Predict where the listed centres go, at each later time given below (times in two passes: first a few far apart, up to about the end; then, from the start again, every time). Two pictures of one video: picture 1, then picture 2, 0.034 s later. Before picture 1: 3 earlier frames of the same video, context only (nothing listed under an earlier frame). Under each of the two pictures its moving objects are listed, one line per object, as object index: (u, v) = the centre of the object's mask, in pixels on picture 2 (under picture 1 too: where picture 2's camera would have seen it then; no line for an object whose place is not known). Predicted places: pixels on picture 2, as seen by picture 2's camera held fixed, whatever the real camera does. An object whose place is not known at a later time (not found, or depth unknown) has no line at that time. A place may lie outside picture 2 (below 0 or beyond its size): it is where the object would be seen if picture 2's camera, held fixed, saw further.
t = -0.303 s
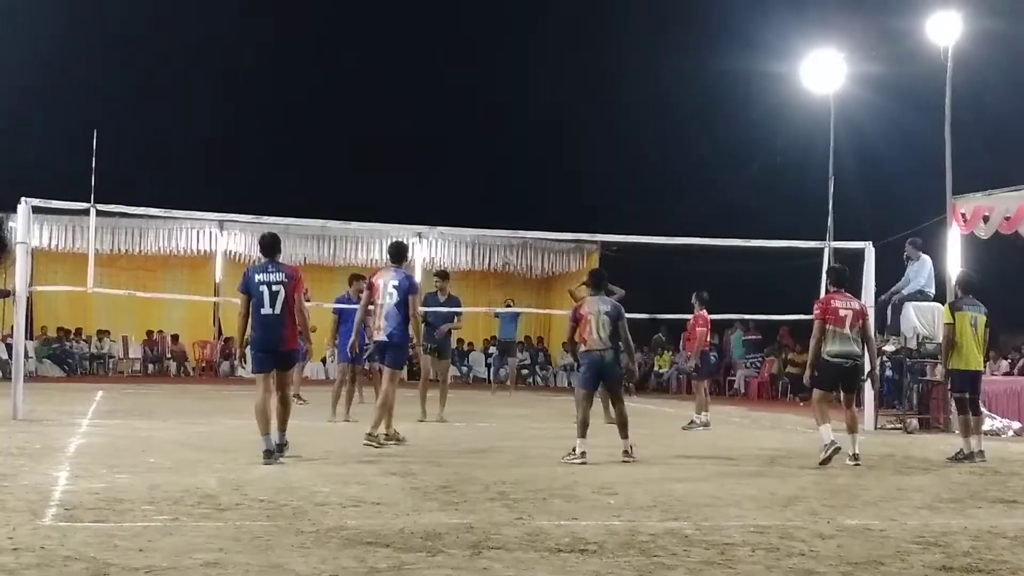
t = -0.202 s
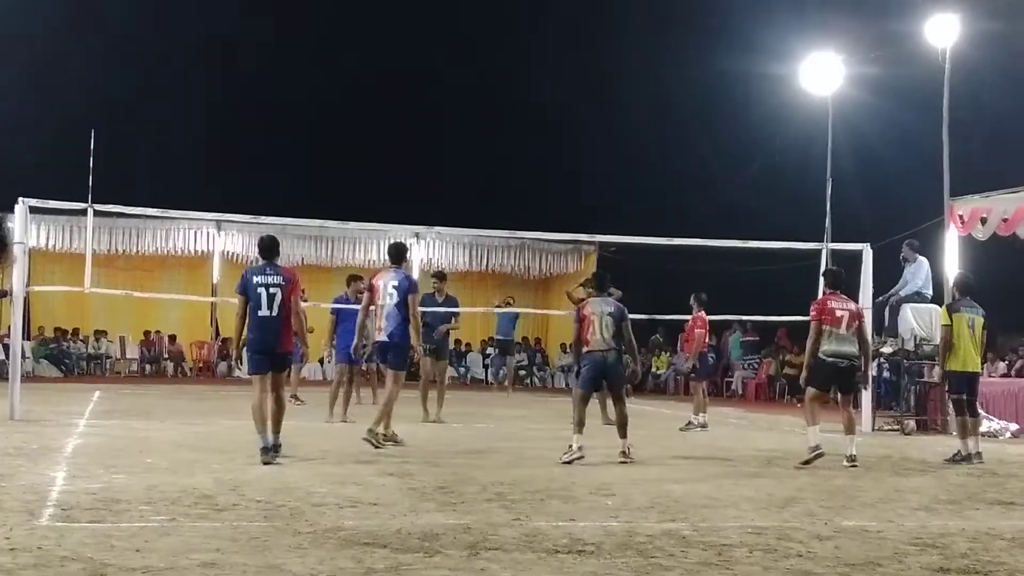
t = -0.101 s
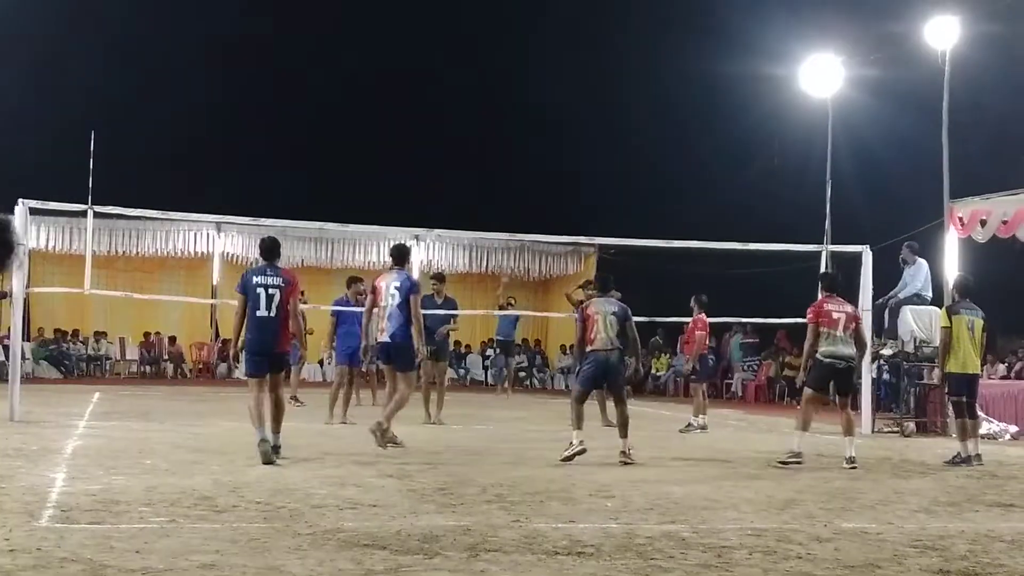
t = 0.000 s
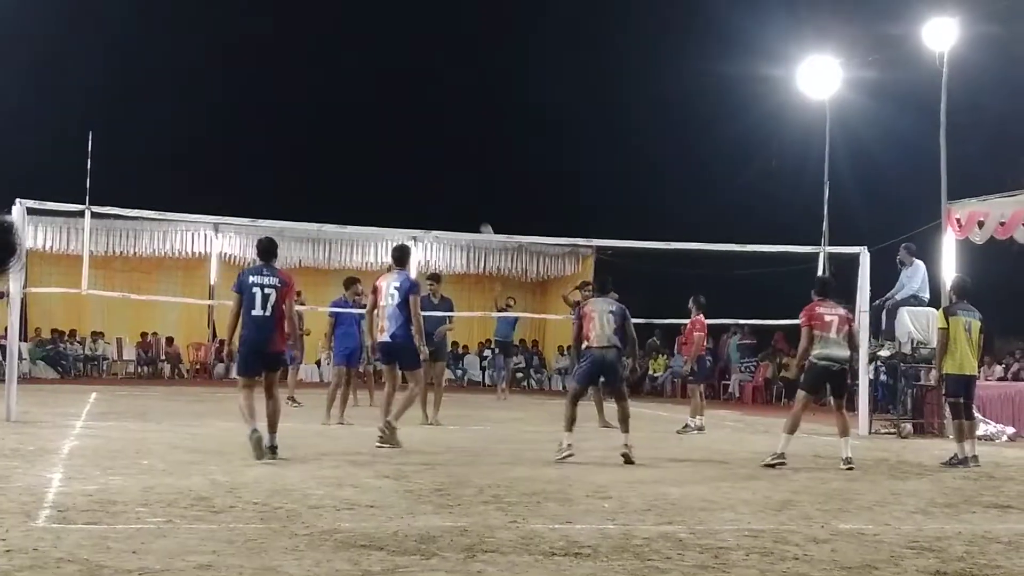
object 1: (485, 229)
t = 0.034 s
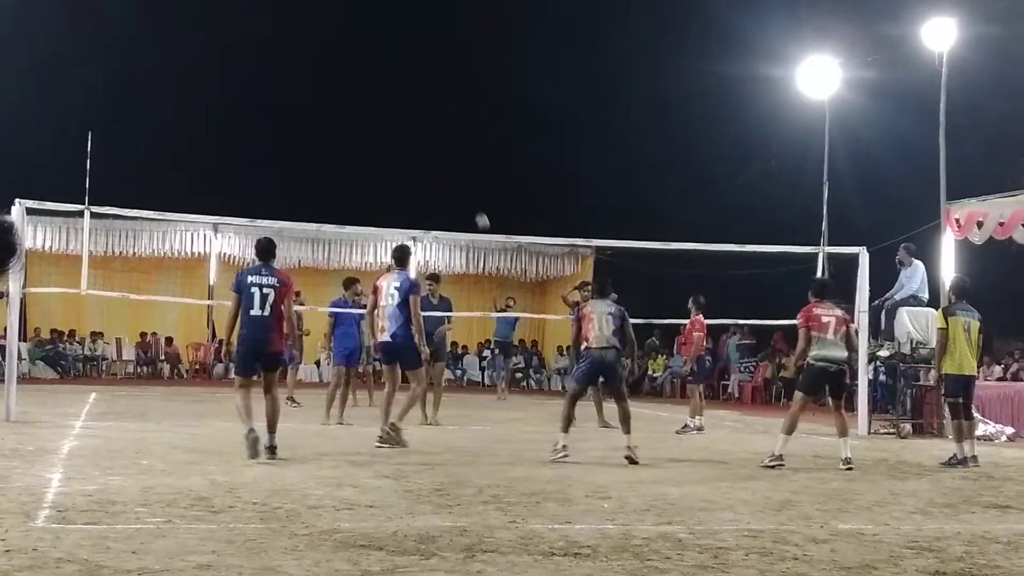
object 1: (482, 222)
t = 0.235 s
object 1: (453, 164)
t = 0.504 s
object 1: (403, 116)
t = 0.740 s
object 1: (346, 106)
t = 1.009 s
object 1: (268, 141)
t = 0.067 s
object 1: (478, 211)
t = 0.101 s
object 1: (473, 200)
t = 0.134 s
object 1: (469, 190)
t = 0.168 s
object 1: (464, 181)
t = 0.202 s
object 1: (459, 172)
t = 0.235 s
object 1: (453, 164)
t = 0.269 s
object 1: (448, 156)
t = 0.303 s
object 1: (442, 148)
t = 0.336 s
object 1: (436, 142)
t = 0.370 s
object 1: (430, 136)
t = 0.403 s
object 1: (424, 130)
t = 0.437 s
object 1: (417, 125)
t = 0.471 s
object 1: (410, 120)
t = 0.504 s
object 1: (403, 116)
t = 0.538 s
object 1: (396, 113)
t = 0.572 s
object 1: (388, 110)
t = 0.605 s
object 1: (379, 108)
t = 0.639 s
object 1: (371, 107)
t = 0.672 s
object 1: (363, 106)
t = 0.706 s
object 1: (355, 105)
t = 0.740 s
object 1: (346, 106)
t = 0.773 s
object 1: (337, 107)
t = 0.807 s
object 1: (329, 109)
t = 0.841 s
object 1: (319, 112)
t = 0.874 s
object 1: (309, 116)
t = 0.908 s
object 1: (299, 121)
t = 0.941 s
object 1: (289, 126)
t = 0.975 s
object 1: (279, 133)
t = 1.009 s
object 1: (268, 141)
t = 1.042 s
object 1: (257, 151)
